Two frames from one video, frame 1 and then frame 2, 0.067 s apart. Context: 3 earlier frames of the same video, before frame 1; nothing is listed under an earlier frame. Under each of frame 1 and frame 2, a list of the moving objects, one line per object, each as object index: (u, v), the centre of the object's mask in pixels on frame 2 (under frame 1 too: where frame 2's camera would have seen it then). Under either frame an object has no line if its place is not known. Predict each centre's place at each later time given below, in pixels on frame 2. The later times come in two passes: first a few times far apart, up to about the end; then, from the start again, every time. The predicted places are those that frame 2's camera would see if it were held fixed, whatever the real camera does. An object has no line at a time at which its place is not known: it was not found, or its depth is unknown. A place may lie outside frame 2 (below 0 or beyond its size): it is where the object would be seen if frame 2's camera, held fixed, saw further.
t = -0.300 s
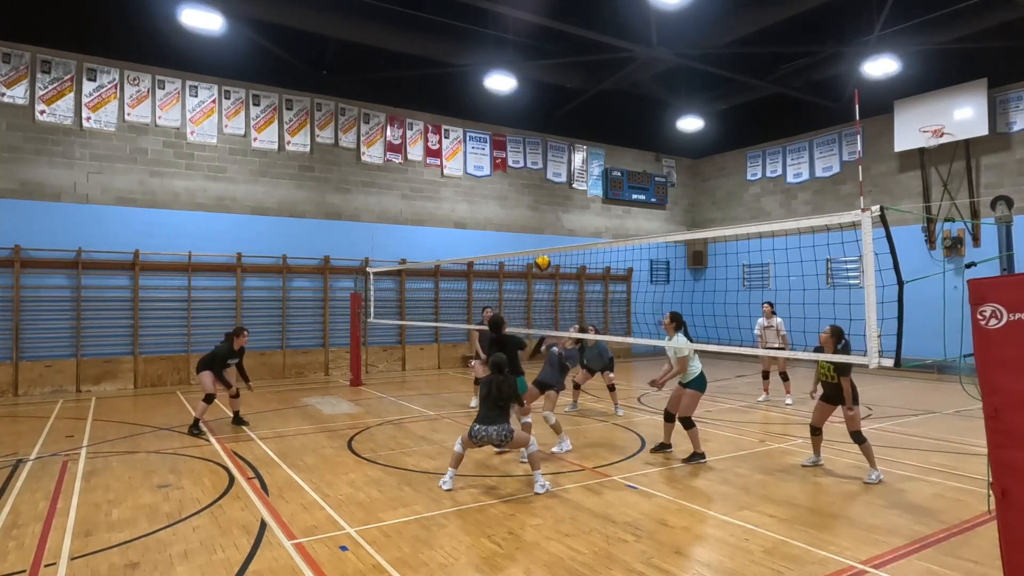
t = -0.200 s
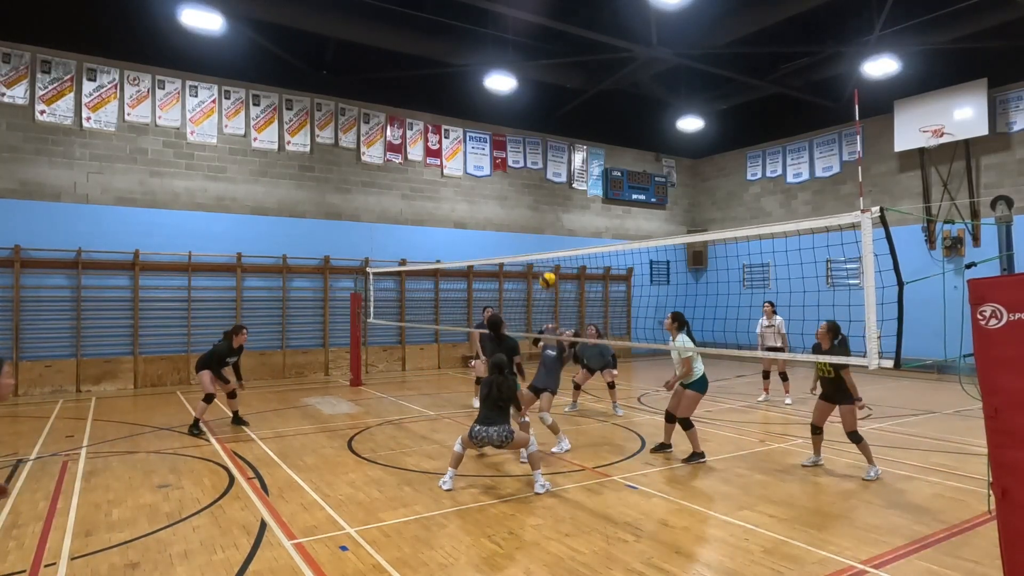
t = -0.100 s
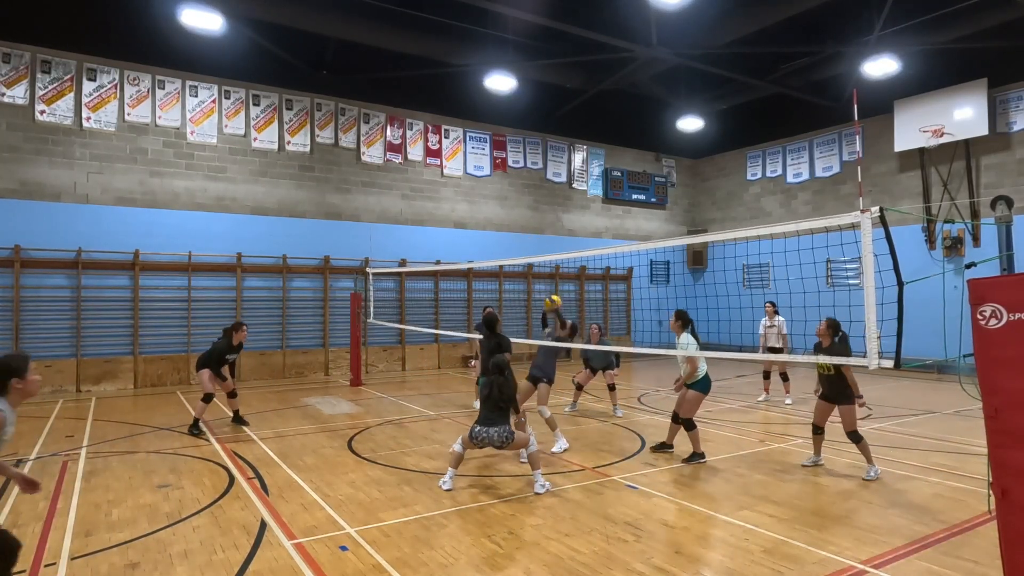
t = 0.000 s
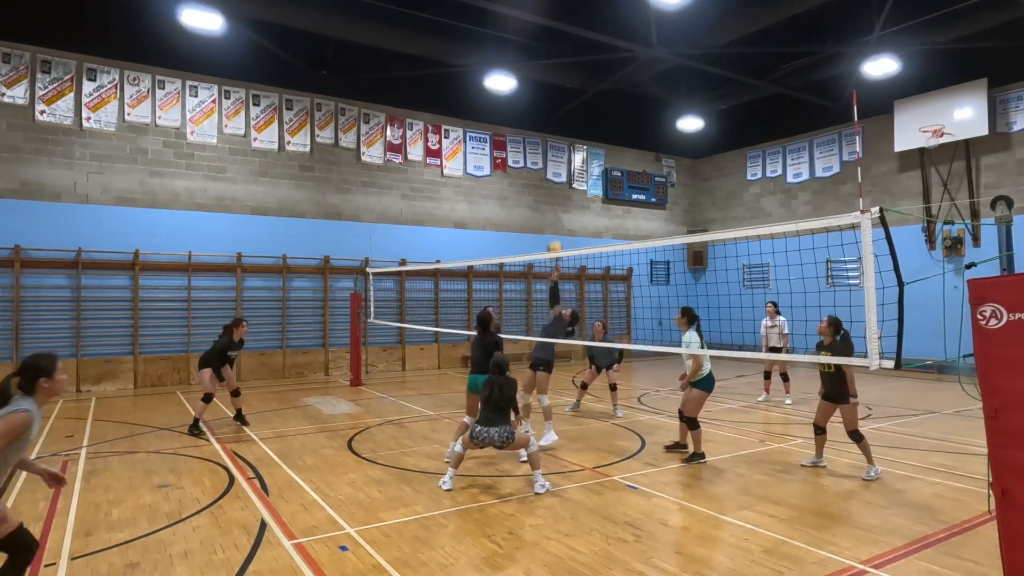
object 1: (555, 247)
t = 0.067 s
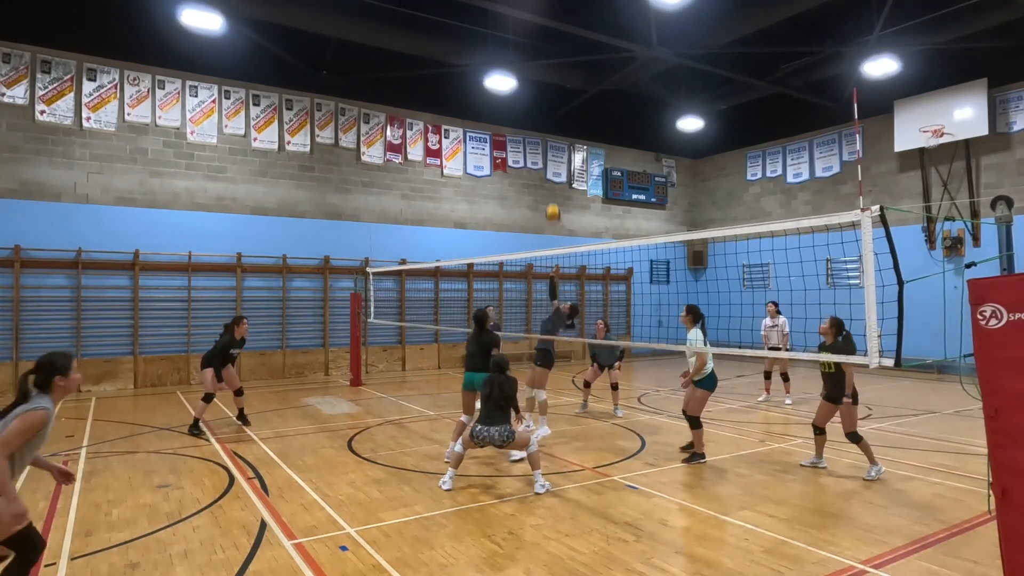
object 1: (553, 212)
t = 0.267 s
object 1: (550, 131)
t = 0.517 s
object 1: (549, 81)
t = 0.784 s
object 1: (548, 78)
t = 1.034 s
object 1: (547, 112)
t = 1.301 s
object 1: (547, 182)
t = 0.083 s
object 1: (553, 204)
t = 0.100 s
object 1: (553, 196)
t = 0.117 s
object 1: (552, 188)
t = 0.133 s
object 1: (552, 182)
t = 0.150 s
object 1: (551, 174)
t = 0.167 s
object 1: (551, 167)
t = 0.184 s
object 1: (551, 160)
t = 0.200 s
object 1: (551, 154)
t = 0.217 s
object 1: (550, 147)
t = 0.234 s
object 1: (551, 142)
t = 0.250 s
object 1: (550, 136)
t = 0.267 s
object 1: (550, 131)
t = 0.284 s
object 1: (550, 126)
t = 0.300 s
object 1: (550, 122)
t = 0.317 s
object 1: (550, 118)
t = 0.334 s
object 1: (550, 113)
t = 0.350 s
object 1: (550, 109)
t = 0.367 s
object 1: (550, 105)
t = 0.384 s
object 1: (550, 102)
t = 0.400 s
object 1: (549, 99)
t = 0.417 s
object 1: (549, 95)
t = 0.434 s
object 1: (549, 93)
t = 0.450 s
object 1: (549, 90)
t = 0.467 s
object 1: (549, 88)
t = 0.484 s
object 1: (549, 85)
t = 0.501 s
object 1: (549, 83)
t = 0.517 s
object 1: (549, 81)
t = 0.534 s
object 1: (549, 80)
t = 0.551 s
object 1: (549, 78)
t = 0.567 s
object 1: (549, 77)
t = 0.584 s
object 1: (549, 76)
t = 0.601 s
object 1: (549, 75)
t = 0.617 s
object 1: (549, 75)
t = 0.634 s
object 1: (549, 74)
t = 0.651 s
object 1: (549, 74)
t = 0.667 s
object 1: (549, 74)
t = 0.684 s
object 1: (548, 74)
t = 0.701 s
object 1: (548, 74)
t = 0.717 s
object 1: (548, 74)
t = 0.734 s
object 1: (548, 75)
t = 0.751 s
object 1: (548, 76)
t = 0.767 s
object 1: (548, 77)
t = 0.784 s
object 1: (548, 78)
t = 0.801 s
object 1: (548, 79)
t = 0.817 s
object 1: (548, 80)
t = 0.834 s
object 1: (548, 82)
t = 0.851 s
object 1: (548, 84)
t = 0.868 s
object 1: (548, 85)
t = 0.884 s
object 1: (548, 88)
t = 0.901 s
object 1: (548, 90)
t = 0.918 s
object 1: (547, 92)
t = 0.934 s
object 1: (547, 95)
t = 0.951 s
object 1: (547, 97)
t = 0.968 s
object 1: (547, 100)
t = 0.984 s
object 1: (547, 103)
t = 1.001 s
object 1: (547, 106)
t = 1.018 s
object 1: (547, 109)
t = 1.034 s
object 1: (547, 112)
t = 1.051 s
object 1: (547, 116)
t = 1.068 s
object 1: (547, 119)
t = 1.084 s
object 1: (547, 123)
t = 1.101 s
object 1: (547, 127)
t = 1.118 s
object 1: (547, 130)
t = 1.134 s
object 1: (547, 134)
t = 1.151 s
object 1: (548, 138)
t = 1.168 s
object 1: (548, 143)
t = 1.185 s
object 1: (547, 146)
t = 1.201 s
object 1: (547, 152)
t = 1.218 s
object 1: (547, 156)
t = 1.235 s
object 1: (547, 161)
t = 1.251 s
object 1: (547, 166)
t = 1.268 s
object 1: (547, 171)
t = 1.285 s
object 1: (547, 176)
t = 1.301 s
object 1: (547, 182)
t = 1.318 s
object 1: (547, 186)
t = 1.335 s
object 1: (547, 192)
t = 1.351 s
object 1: (547, 198)
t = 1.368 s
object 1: (547, 204)
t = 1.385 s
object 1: (547, 209)
